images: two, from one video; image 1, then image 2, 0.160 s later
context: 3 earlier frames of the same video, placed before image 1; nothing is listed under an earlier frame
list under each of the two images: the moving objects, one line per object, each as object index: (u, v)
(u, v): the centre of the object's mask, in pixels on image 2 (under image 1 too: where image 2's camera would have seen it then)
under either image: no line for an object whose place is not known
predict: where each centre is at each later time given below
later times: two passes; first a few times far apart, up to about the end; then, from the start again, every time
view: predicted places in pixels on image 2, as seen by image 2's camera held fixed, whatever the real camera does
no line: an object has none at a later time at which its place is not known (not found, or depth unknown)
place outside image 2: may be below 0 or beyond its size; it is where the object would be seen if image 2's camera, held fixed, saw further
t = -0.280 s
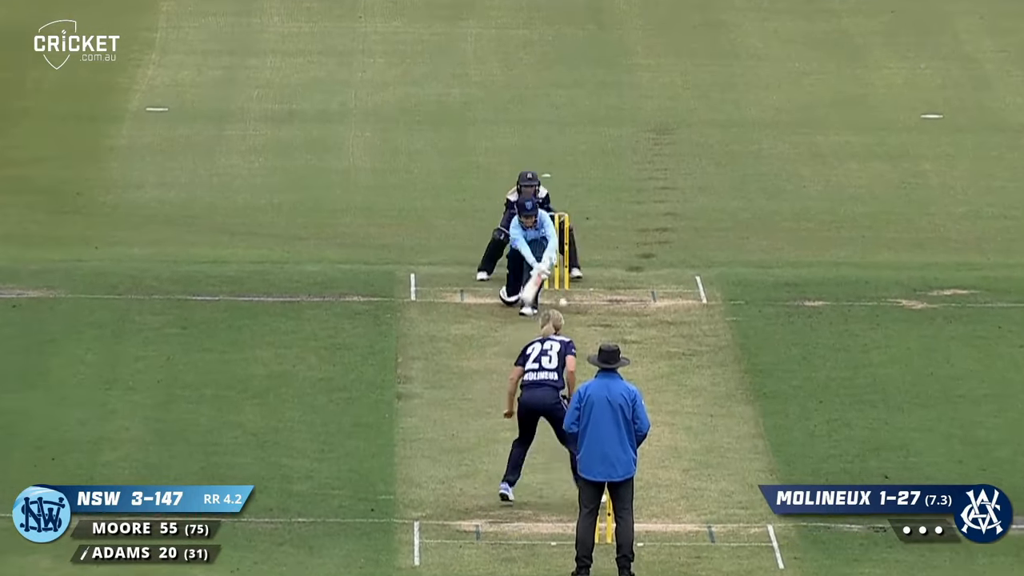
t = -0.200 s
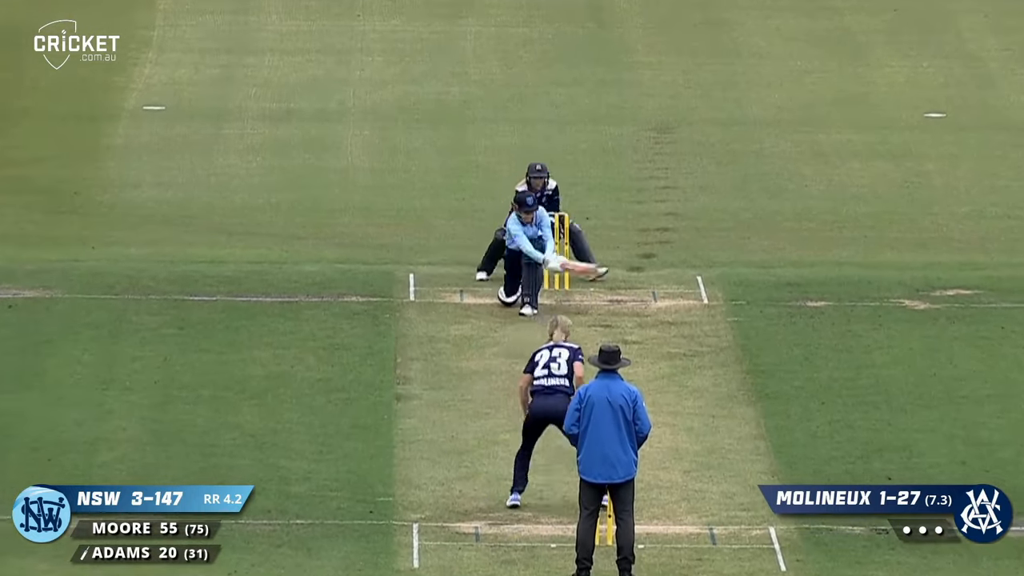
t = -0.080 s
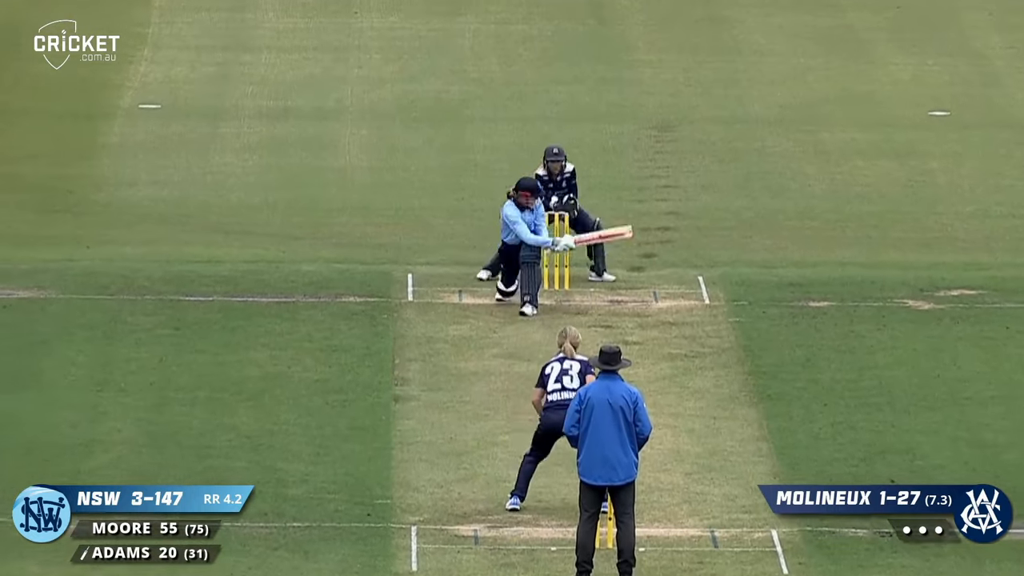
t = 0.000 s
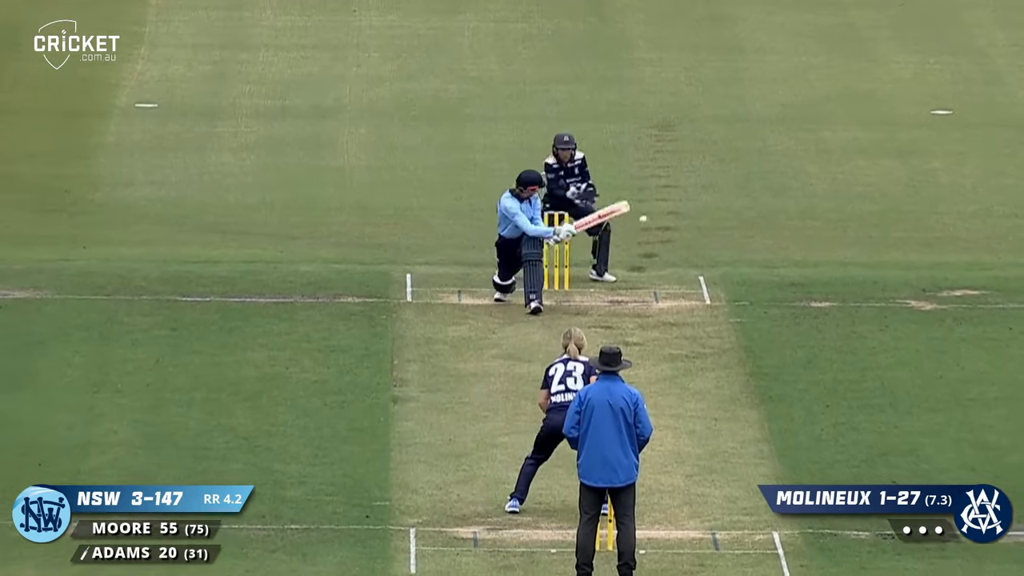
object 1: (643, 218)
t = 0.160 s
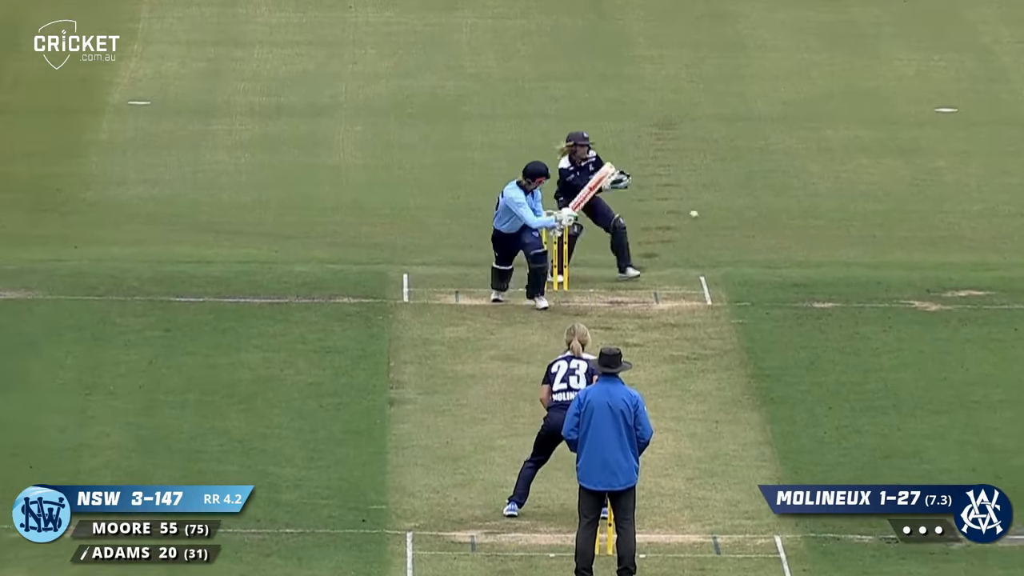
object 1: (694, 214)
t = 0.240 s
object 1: (719, 223)
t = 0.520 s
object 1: (773, 199)
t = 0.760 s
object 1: (806, 199)
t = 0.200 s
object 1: (706, 217)
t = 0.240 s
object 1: (719, 223)
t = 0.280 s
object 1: (730, 230)
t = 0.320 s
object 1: (743, 239)
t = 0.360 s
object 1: (750, 233)
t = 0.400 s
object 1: (756, 221)
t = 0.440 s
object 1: (762, 212)
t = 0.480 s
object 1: (767, 204)
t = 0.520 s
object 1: (773, 199)
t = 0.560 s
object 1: (778, 195)
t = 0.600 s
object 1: (783, 192)
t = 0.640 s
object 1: (789, 191)
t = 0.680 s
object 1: (795, 191)
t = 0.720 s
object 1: (800, 194)
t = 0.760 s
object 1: (806, 199)
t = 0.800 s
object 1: (812, 193)
